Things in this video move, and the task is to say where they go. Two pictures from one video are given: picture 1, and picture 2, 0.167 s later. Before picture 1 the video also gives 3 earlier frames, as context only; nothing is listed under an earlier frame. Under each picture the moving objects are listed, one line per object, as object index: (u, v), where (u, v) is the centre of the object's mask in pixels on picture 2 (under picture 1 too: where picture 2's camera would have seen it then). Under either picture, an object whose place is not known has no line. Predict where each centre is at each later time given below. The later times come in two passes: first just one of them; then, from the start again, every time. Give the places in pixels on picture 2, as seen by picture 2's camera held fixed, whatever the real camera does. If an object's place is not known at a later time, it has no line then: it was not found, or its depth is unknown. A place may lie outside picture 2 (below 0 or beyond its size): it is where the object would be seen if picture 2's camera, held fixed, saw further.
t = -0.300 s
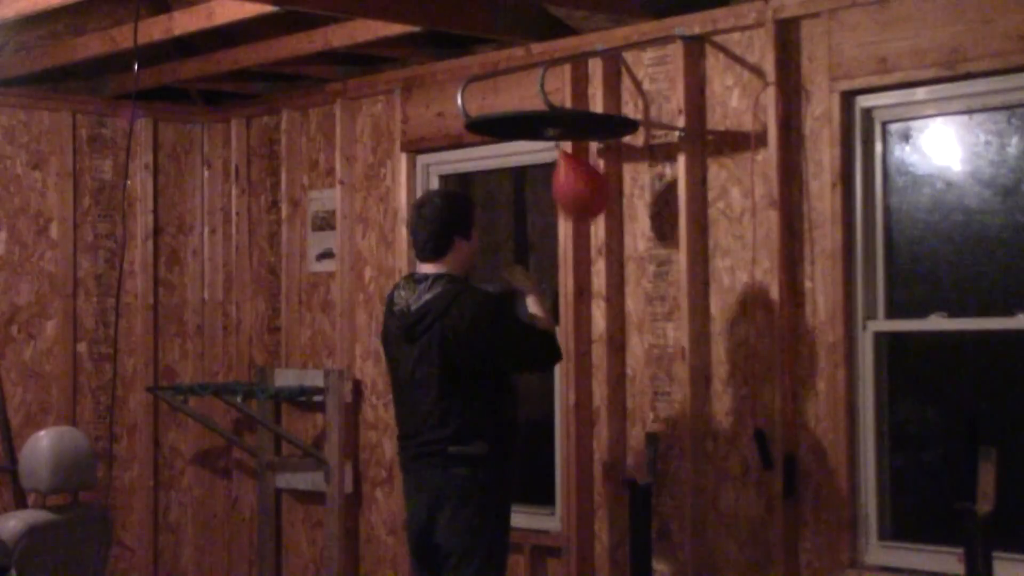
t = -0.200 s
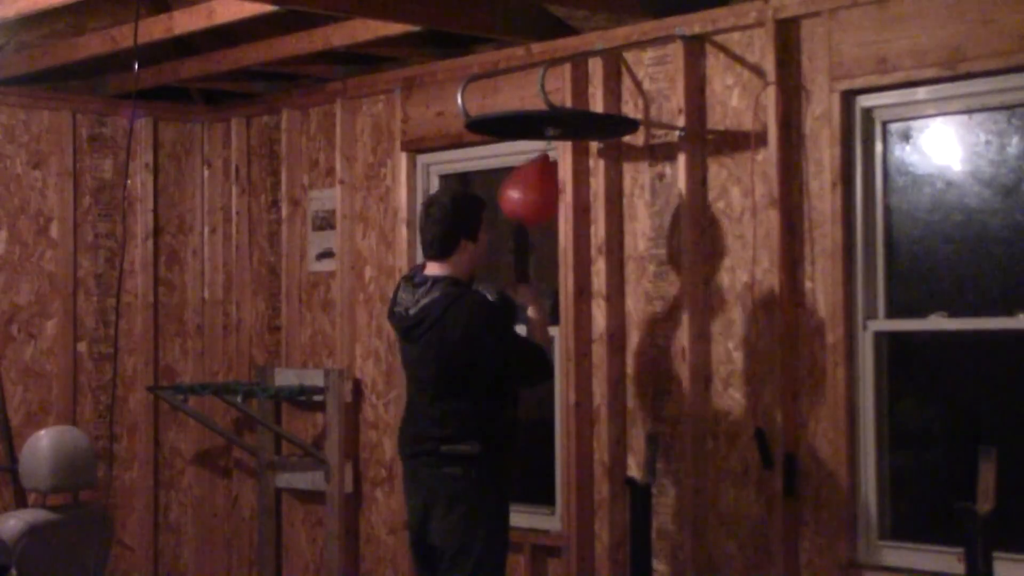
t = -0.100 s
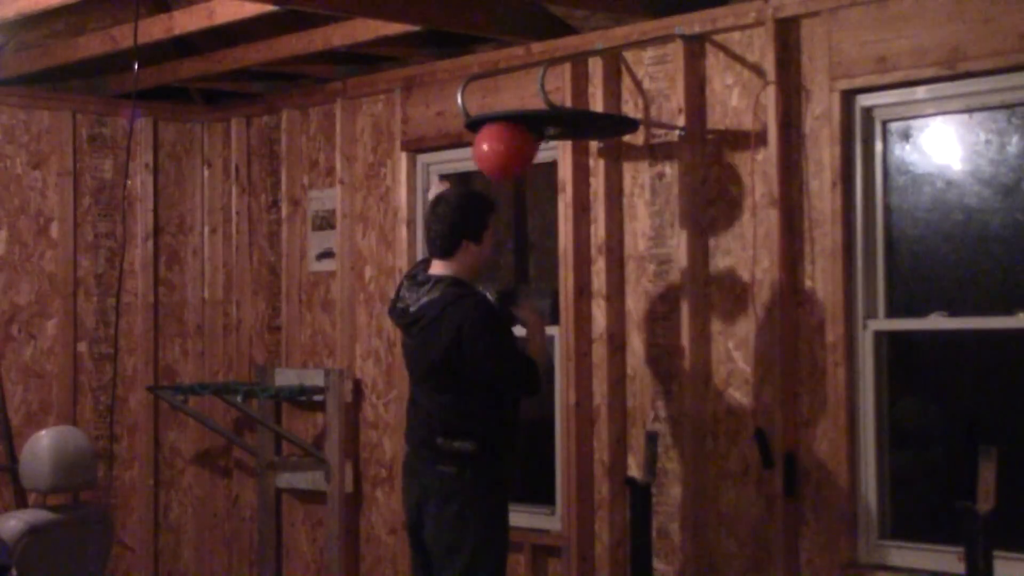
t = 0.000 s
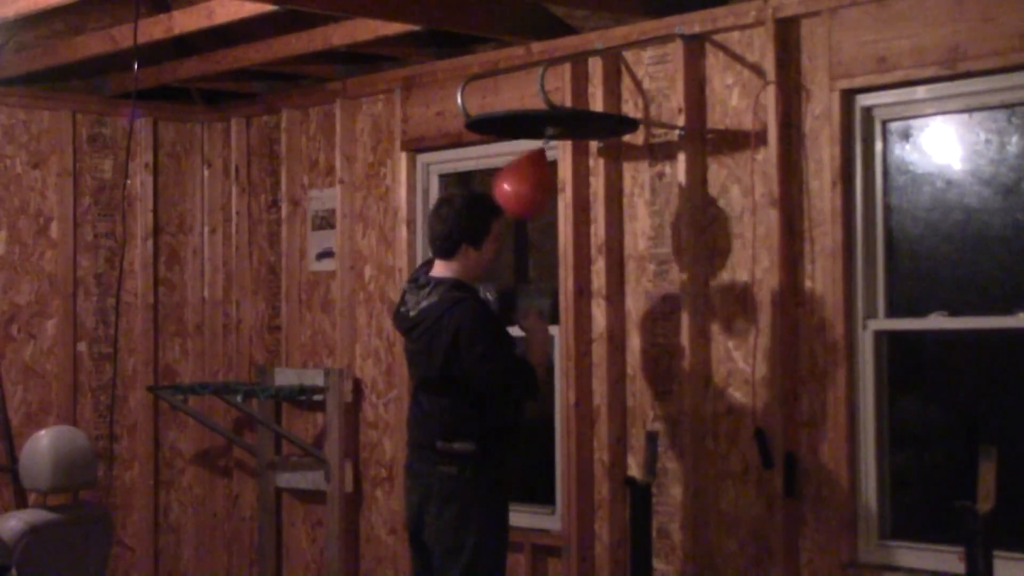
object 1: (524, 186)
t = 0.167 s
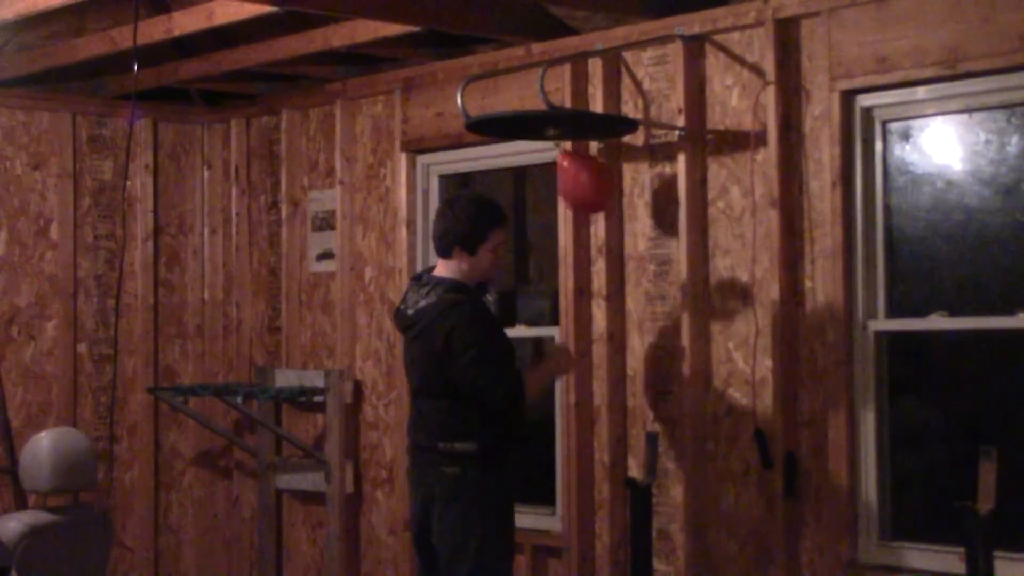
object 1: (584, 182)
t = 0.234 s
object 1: (595, 164)
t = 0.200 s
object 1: (591, 171)
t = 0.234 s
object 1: (595, 164)
